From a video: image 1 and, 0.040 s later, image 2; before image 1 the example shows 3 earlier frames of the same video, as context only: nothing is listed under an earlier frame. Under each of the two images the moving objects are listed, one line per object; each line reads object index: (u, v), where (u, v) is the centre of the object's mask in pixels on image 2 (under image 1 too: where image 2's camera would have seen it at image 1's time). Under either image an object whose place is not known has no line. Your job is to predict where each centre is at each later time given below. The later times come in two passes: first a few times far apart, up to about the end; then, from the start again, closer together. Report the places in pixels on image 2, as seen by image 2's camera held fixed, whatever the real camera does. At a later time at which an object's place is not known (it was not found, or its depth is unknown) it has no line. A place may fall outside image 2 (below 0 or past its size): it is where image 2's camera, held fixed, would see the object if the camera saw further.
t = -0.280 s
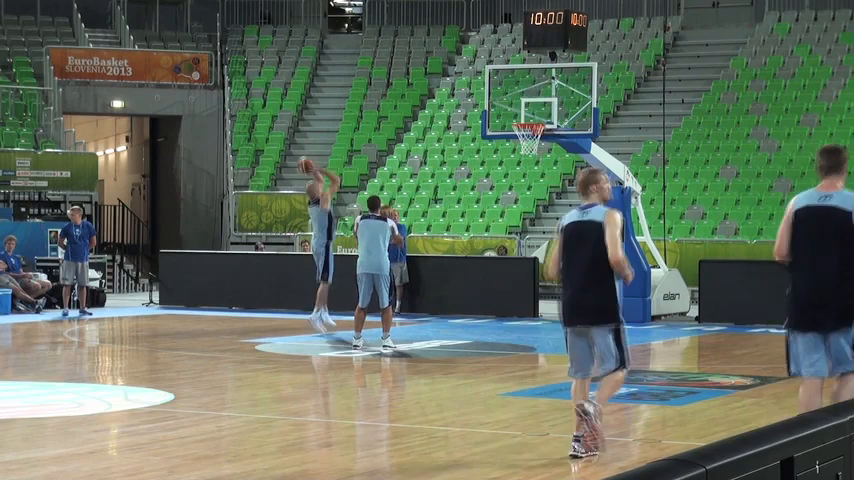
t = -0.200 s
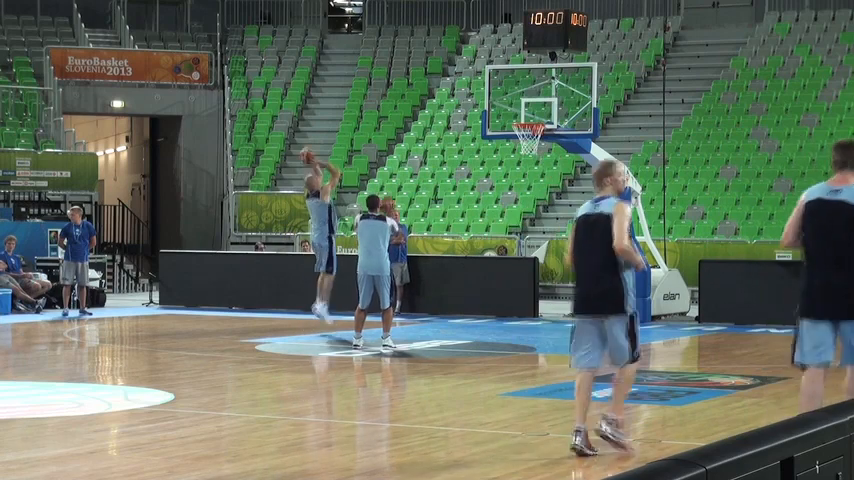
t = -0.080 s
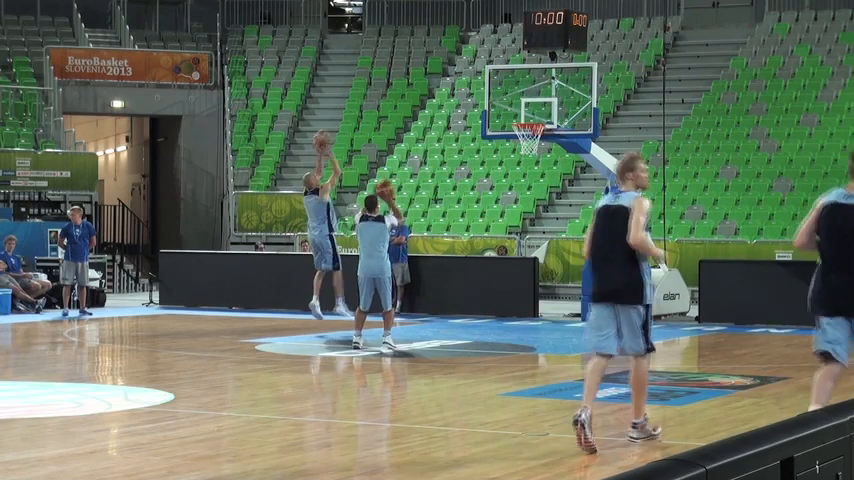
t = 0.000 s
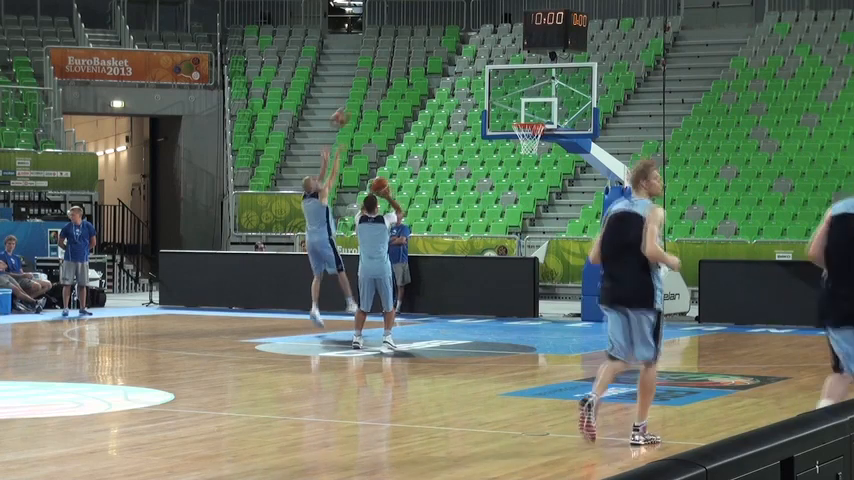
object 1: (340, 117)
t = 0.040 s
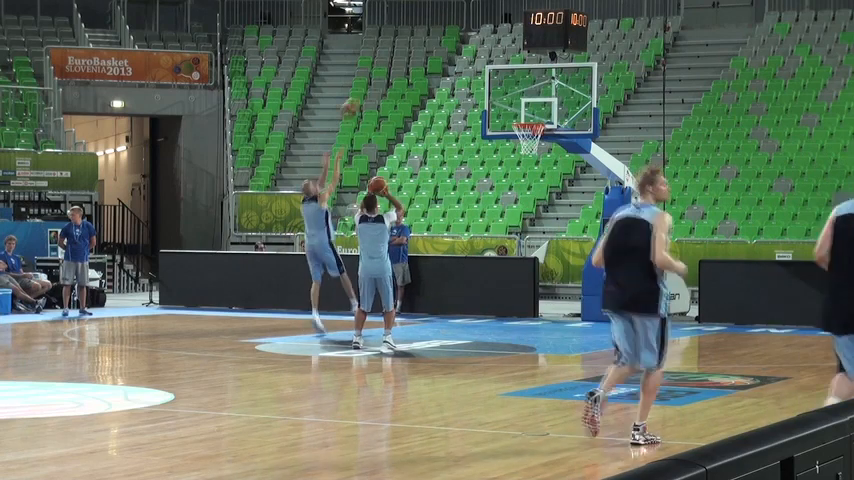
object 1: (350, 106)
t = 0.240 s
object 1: (399, 75)
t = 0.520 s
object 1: (470, 75)
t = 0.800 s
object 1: (534, 130)
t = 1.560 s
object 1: (536, 307)
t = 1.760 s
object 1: (517, 267)
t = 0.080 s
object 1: (360, 99)
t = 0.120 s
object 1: (370, 90)
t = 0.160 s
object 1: (380, 85)
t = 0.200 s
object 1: (390, 80)
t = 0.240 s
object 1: (399, 75)
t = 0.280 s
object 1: (409, 72)
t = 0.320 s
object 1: (420, 70)
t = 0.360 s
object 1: (430, 69)
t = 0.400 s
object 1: (440, 69)
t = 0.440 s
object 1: (448, 70)
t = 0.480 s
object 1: (458, 72)
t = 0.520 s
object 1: (470, 75)
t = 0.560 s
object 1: (478, 79)
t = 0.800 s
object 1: (534, 130)
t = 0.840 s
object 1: (538, 135)
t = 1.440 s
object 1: (538, 257)
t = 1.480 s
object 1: (537, 273)
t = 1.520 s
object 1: (537, 291)
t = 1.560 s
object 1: (536, 307)
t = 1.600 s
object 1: (537, 320)
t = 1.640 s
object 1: (534, 306)
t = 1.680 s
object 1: (531, 293)
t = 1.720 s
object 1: (528, 281)
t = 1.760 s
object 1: (517, 267)
